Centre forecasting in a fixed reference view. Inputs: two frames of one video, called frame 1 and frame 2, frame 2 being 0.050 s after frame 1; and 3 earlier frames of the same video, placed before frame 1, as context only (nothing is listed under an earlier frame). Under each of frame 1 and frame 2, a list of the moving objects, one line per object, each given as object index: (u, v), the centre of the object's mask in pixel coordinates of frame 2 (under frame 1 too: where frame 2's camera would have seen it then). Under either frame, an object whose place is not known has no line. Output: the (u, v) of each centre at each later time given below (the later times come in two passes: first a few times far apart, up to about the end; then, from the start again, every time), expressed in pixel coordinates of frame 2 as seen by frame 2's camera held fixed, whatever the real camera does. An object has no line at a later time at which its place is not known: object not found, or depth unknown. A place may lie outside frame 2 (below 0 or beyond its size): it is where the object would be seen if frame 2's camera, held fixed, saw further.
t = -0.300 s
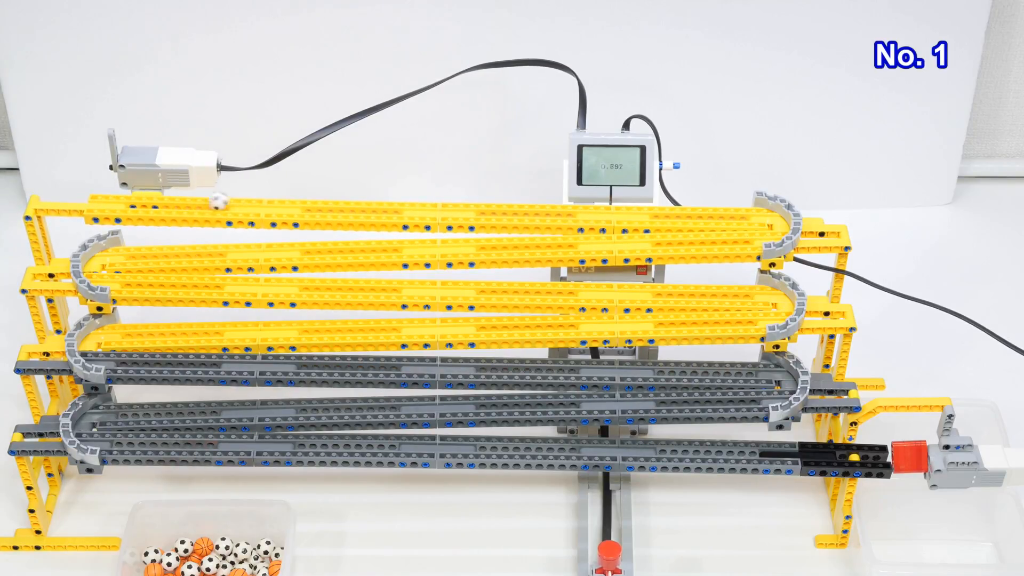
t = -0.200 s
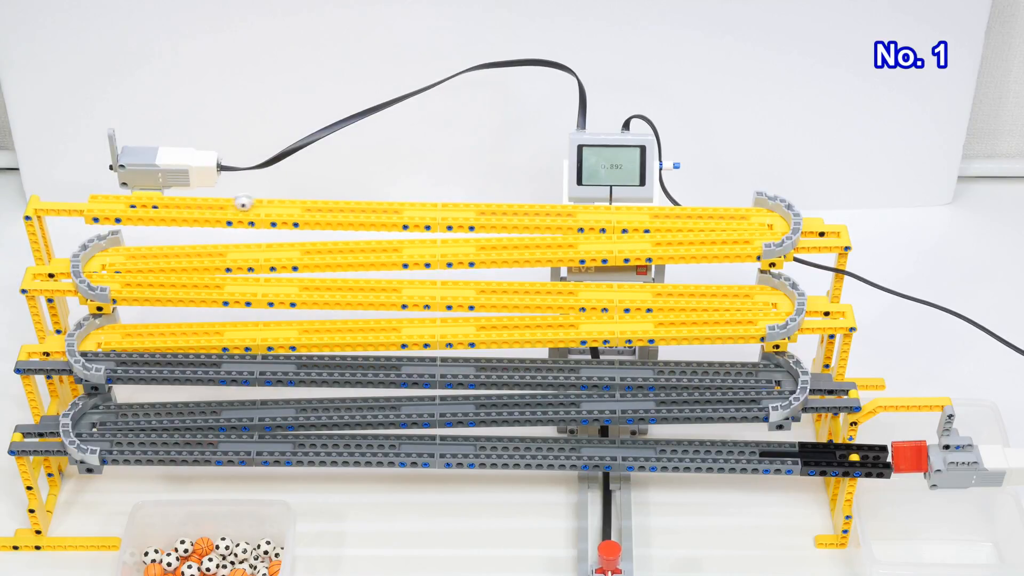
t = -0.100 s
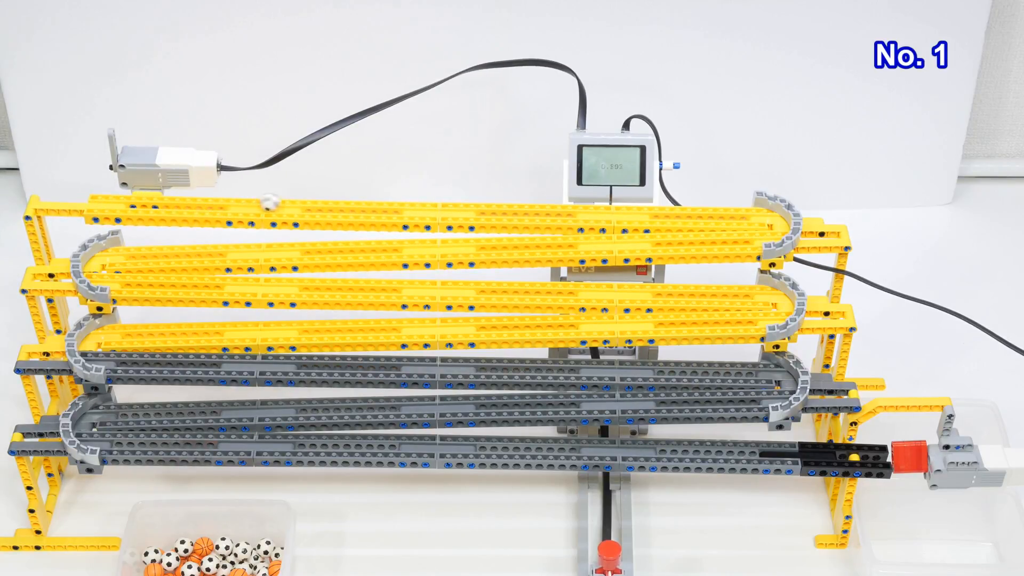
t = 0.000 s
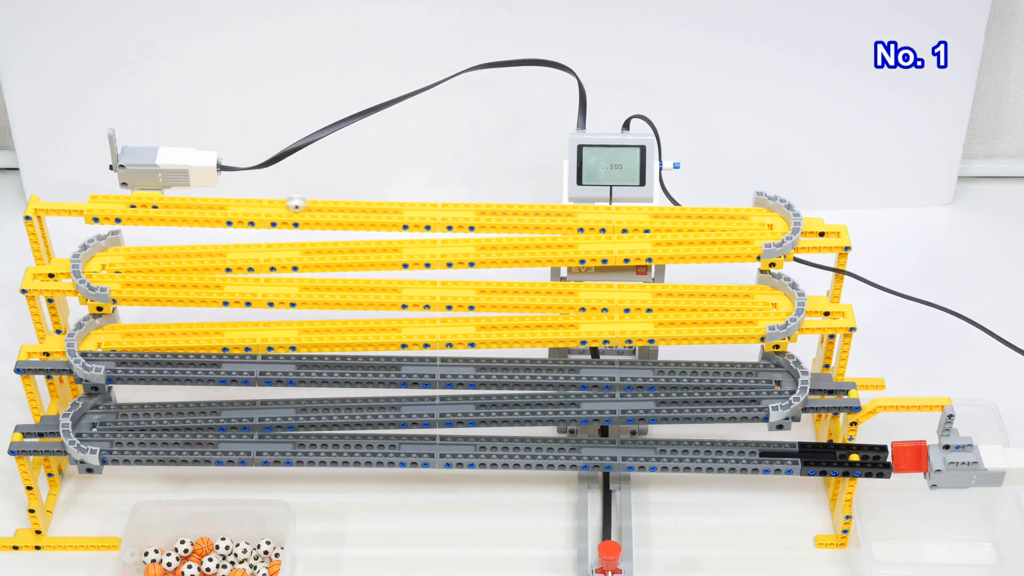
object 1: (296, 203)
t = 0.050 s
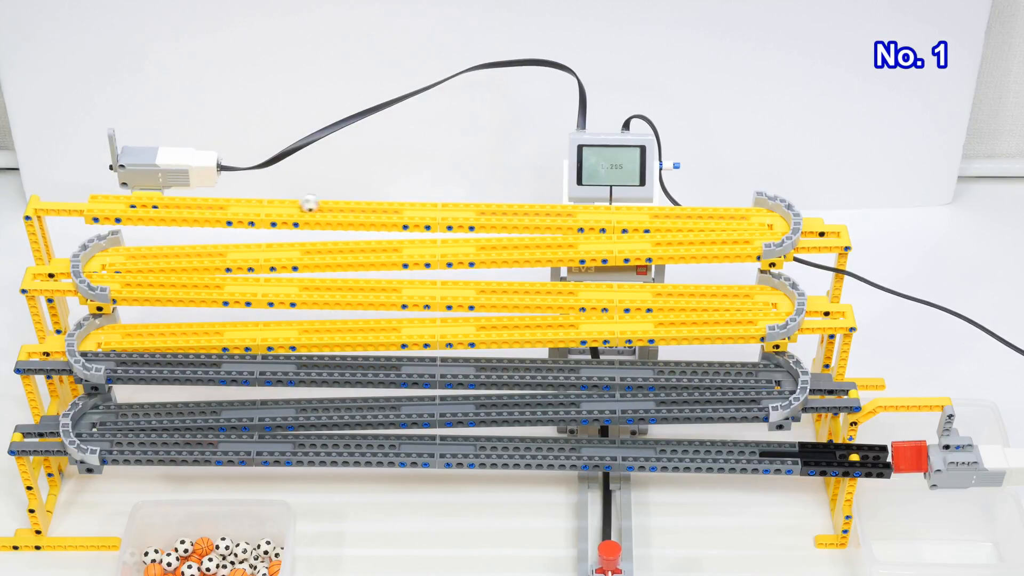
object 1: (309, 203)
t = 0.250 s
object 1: (363, 205)
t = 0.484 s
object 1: (429, 206)
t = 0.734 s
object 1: (502, 208)
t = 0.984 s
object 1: (573, 208)
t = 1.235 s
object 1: (644, 209)
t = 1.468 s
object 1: (708, 211)
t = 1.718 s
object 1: (775, 213)
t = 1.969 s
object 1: (765, 234)
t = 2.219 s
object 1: (724, 236)
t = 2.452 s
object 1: (684, 237)
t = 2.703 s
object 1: (636, 238)
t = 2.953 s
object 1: (585, 239)
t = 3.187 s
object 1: (534, 241)
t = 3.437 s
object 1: (478, 242)
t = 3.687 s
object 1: (416, 243)
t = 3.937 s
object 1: (352, 245)
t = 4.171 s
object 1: (289, 247)
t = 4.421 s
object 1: (217, 249)
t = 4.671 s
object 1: (140, 251)
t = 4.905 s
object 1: (96, 270)
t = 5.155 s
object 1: (133, 279)
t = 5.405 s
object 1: (184, 280)
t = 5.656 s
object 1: (243, 281)
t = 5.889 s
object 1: (308, 283)
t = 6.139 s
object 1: (383, 284)
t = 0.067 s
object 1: (314, 204)
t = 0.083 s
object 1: (318, 204)
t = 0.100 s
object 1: (323, 204)
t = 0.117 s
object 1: (327, 204)
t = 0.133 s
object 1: (332, 204)
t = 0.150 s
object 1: (335, 205)
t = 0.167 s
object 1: (340, 205)
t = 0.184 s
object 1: (345, 205)
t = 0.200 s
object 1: (349, 205)
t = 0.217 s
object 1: (354, 205)
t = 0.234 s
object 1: (359, 205)
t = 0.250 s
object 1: (363, 205)
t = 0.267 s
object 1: (367, 204)
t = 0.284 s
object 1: (372, 205)
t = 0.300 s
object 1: (376, 205)
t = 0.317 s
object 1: (381, 206)
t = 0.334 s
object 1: (386, 206)
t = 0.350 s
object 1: (390, 206)
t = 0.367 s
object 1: (396, 206)
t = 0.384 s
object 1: (400, 206)
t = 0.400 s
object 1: (404, 206)
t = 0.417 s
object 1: (409, 206)
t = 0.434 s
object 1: (414, 205)
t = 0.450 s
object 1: (419, 206)
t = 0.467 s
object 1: (424, 206)
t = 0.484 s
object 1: (429, 206)
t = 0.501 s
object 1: (434, 207)
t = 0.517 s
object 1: (438, 207)
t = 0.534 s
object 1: (444, 207)
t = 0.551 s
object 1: (448, 207)
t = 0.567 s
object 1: (453, 207)
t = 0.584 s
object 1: (458, 207)
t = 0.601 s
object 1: (463, 207)
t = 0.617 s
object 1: (468, 206)
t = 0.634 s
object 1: (473, 207)
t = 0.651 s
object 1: (477, 207)
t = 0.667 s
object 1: (482, 208)
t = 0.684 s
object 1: (487, 207)
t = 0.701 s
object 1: (492, 208)
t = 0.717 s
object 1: (497, 208)
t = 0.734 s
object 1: (502, 208)
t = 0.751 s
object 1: (506, 207)
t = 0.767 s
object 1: (511, 207)
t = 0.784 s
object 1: (516, 207)
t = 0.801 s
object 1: (521, 207)
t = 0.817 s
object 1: (525, 208)
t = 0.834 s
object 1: (530, 208)
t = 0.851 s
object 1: (535, 208)
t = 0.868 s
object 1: (540, 208)
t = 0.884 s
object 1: (544, 209)
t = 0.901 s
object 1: (549, 208)
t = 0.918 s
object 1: (554, 208)
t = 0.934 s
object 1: (558, 209)
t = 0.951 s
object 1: (564, 209)
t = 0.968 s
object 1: (569, 208)
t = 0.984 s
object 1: (573, 208)
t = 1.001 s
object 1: (578, 208)
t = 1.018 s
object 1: (583, 208)
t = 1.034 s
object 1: (587, 208)
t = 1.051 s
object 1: (592, 208)
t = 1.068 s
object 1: (597, 208)
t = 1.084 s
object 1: (602, 208)
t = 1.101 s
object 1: (606, 209)
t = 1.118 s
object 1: (611, 209)
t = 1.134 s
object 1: (616, 209)
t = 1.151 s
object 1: (621, 209)
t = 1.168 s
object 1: (625, 209)
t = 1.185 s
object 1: (630, 209)
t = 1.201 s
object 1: (634, 209)
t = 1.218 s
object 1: (639, 209)
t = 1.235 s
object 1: (644, 209)
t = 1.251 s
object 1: (649, 209)
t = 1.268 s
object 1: (653, 209)
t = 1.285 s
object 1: (657, 210)
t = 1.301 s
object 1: (662, 210)
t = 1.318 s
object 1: (667, 210)
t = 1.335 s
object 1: (672, 210)
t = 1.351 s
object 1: (676, 210)
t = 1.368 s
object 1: (680, 210)
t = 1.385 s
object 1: (684, 211)
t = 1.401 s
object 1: (690, 210)
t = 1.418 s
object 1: (694, 211)
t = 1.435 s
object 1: (699, 211)
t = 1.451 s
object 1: (703, 211)
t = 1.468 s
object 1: (708, 211)
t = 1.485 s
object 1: (712, 211)
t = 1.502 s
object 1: (716, 211)
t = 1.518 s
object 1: (721, 211)
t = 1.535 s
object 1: (725, 211)
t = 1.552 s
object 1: (730, 211)
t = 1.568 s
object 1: (734, 211)
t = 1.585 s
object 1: (739, 211)
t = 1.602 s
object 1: (743, 211)
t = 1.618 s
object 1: (748, 212)
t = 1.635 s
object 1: (753, 211)
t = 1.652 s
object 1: (757, 211)
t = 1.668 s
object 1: (761, 211)
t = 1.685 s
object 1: (766, 211)
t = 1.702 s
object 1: (771, 211)
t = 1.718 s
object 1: (775, 213)
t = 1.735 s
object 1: (777, 216)
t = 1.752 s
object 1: (779, 218)
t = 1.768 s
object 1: (781, 220)
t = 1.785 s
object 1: (781, 222)
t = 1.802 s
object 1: (781, 223)
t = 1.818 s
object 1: (781, 225)
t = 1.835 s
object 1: (781, 227)
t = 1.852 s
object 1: (780, 228)
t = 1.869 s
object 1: (779, 229)
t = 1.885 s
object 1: (778, 231)
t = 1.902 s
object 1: (775, 233)
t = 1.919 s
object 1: (772, 233)
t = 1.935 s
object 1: (770, 233)
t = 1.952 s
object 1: (767, 234)
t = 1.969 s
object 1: (765, 234)
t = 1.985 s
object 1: (762, 235)
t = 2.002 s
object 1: (759, 235)
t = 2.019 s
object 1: (756, 235)
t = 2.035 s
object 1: (754, 236)
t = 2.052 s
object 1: (751, 236)
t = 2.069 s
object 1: (749, 235)
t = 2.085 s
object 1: (746, 235)
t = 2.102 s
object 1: (743, 235)
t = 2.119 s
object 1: (740, 236)
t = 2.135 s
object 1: (737, 236)
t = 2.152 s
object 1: (735, 236)
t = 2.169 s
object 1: (732, 236)
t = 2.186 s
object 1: (730, 236)
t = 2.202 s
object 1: (727, 236)
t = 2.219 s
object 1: (724, 236)
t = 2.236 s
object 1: (721, 236)
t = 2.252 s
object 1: (718, 236)
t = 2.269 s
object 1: (716, 236)
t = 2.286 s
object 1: (713, 236)
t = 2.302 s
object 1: (711, 236)
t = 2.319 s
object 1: (708, 236)
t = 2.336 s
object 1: (704, 236)
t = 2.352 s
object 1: (701, 236)
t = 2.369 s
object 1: (699, 236)
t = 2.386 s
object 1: (695, 236)
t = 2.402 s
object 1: (692, 236)
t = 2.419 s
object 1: (690, 236)
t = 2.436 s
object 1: (687, 237)
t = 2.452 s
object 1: (684, 237)
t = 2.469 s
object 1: (681, 237)
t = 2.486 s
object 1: (678, 237)
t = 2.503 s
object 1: (675, 237)
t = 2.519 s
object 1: (673, 237)
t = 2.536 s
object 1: (669, 237)
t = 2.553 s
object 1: (666, 237)
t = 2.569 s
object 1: (663, 237)
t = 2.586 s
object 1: (660, 237)
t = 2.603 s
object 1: (656, 237)
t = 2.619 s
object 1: (653, 238)
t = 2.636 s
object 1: (650, 237)
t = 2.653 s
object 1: (646, 238)
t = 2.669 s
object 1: (643, 237)
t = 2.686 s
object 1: (640, 237)
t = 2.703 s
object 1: (636, 238)
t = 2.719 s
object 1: (633, 238)
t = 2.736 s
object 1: (630, 238)
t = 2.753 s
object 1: (626, 238)
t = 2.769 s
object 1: (623, 238)
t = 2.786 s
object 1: (620, 238)
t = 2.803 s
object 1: (616, 238)
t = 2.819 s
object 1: (613, 238)
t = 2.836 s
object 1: (609, 238)
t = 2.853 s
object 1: (606, 238)
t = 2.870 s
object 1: (603, 239)
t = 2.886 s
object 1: (599, 239)
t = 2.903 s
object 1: (596, 239)
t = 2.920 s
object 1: (592, 239)
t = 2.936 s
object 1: (589, 239)
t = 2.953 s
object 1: (585, 239)
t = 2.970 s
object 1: (581, 239)
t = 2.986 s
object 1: (578, 239)
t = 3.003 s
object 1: (575, 239)
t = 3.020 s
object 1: (572, 239)
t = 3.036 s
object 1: (568, 240)
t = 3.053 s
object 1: (564, 240)
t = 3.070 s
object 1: (561, 239)
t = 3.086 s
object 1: (557, 240)
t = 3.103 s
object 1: (553, 240)
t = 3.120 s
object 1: (550, 240)
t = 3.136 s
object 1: (546, 240)
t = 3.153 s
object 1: (542, 240)
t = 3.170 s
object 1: (538, 240)
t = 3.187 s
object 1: (534, 241)
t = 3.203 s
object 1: (531, 240)
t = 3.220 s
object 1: (528, 241)
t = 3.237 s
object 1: (523, 241)
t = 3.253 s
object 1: (520, 241)
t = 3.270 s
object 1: (516, 241)
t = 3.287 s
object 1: (513, 241)
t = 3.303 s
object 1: (508, 241)
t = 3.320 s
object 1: (504, 241)
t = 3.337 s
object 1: (500, 241)
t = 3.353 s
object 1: (497, 241)
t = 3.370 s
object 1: (493, 241)
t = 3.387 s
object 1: (489, 242)
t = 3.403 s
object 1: (486, 242)
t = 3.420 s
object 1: (481, 242)
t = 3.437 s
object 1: (478, 242)
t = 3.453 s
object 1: (474, 242)
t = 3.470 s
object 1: (470, 243)
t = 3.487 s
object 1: (466, 242)
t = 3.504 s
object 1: (462, 243)
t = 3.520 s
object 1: (458, 242)
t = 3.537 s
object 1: (453, 243)
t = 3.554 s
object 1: (449, 243)
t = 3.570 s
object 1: (445, 243)
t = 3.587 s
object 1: (442, 243)
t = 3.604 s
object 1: (437, 243)
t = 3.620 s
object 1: (433, 243)
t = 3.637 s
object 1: (429, 244)
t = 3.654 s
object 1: (425, 243)
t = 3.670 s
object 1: (421, 243)
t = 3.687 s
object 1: (416, 243)
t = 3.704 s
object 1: (412, 244)
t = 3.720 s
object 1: (408, 243)
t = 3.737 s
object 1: (404, 243)
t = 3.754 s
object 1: (399, 244)
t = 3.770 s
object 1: (395, 244)
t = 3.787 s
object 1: (392, 244)
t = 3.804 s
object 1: (387, 244)
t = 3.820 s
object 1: (382, 244)
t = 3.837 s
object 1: (378, 245)
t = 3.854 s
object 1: (374, 245)
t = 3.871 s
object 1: (370, 245)
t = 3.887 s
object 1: (366, 244)
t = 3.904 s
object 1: (361, 245)
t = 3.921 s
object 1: (357, 245)
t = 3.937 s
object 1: (352, 245)
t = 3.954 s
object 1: (348, 245)
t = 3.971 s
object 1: (343, 246)
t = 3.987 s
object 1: (339, 246)
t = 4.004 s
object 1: (334, 245)
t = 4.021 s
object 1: (330, 246)
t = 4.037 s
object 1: (325, 246)
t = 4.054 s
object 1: (322, 246)
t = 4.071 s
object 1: (316, 246)
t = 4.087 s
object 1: (312, 246)
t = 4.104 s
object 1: (307, 246)
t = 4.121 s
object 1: (303, 246)
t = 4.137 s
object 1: (298, 246)
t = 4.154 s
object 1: (294, 247)
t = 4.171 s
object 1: (289, 247)
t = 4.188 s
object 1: (284, 247)
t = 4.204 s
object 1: (279, 247)
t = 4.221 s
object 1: (274, 247)
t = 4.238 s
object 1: (270, 247)
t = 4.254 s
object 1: (265, 247)
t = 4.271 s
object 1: (260, 248)
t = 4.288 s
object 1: (256, 248)
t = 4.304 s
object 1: (251, 248)
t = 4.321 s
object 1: (245, 248)
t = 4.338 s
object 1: (241, 248)
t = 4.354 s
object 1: (237, 248)
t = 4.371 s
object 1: (231, 248)
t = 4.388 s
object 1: (226, 249)
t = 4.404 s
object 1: (222, 249)
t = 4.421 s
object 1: (217, 249)
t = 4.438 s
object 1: (212, 248)
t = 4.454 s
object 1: (207, 249)
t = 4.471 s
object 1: (202, 249)
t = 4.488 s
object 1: (196, 248)
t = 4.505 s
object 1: (191, 250)
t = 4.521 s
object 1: (186, 250)
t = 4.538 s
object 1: (181, 249)
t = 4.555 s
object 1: (176, 250)
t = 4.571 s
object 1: (171, 250)
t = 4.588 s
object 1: (166, 249)
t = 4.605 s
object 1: (161, 250)
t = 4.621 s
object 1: (156, 250)
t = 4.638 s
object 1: (151, 250)
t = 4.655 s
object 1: (145, 250)
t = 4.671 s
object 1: (140, 251)
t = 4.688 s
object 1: (135, 251)
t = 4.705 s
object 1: (128, 251)
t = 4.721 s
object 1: (123, 251)
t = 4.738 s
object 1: (119, 251)
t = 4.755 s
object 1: (112, 251)
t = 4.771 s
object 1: (107, 251)
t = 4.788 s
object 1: (102, 252)
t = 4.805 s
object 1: (97, 255)
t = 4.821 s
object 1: (94, 257)
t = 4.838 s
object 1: (92, 260)
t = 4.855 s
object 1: (92, 262)
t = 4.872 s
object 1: (94, 264)
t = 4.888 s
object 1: (95, 268)
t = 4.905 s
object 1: (96, 270)
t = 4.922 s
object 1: (97, 272)
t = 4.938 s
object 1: (99, 275)
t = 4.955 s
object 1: (101, 277)
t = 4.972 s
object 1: (104, 277)
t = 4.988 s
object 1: (106, 277)
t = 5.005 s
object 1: (108, 278)
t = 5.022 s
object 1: (111, 278)
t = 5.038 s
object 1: (114, 278)
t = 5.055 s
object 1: (117, 278)
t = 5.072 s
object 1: (119, 278)
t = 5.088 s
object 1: (122, 278)
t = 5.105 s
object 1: (125, 278)
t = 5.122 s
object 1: (127, 279)
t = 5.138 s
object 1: (130, 279)
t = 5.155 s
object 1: (133, 279)
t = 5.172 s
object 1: (136, 279)
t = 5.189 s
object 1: (139, 279)
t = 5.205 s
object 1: (142, 279)
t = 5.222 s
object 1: (145, 279)
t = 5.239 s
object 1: (149, 279)
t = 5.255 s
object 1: (152, 279)
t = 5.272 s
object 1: (155, 279)
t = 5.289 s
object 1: (159, 279)
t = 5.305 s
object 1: (162, 279)
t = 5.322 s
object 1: (165, 280)
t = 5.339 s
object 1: (169, 280)
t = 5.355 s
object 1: (172, 279)
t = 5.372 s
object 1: (176, 280)
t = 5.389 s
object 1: (180, 280)
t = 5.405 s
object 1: (184, 280)
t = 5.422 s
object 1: (187, 280)
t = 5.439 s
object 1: (191, 280)
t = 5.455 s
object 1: (194, 280)
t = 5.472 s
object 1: (198, 280)
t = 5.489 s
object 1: (202, 280)
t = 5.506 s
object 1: (206, 280)
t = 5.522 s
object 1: (210, 281)
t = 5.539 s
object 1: (214, 280)
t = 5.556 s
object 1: (218, 281)
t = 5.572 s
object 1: (222, 281)
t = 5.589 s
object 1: (227, 281)
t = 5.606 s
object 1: (230, 281)
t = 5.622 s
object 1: (235, 281)
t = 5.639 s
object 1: (239, 281)
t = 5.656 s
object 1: (243, 281)
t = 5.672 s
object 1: (248, 281)
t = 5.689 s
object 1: (252, 281)
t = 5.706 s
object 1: (256, 282)
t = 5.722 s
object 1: (262, 282)
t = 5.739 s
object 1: (266, 282)
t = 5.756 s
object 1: (271, 282)
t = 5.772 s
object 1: (275, 282)
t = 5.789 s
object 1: (280, 282)
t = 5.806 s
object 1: (284, 283)
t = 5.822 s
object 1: (289, 283)
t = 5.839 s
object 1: (294, 283)
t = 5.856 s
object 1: (299, 283)
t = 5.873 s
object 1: (304, 283)
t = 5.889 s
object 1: (308, 283)
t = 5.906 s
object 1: (314, 283)
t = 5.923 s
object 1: (318, 283)
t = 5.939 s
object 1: (322, 283)
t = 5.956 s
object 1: (328, 283)
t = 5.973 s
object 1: (333, 283)
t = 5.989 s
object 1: (337, 283)
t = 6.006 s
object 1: (342, 283)
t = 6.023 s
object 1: (347, 284)
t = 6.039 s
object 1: (351, 284)
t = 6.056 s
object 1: (357, 284)
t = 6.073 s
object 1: (362, 283)
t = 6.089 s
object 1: (367, 284)
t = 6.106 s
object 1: (372, 284)
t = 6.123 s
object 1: (377, 284)
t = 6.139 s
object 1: (383, 284)
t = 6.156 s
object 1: (387, 285)
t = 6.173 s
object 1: (392, 285)
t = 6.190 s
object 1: (398, 285)
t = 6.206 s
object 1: (402, 285)
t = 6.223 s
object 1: (408, 285)
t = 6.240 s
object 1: (414, 285)
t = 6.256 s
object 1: (419, 285)
